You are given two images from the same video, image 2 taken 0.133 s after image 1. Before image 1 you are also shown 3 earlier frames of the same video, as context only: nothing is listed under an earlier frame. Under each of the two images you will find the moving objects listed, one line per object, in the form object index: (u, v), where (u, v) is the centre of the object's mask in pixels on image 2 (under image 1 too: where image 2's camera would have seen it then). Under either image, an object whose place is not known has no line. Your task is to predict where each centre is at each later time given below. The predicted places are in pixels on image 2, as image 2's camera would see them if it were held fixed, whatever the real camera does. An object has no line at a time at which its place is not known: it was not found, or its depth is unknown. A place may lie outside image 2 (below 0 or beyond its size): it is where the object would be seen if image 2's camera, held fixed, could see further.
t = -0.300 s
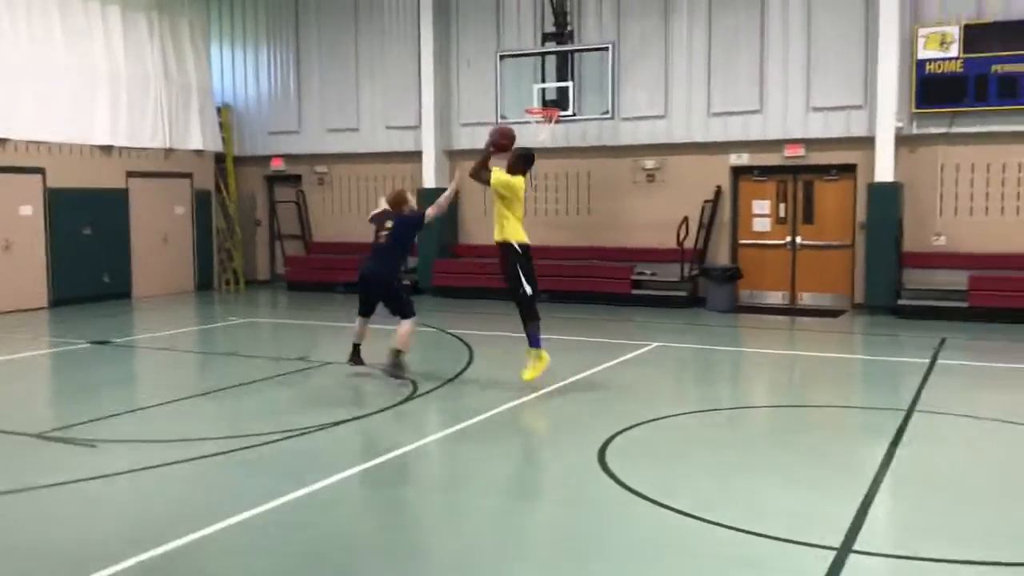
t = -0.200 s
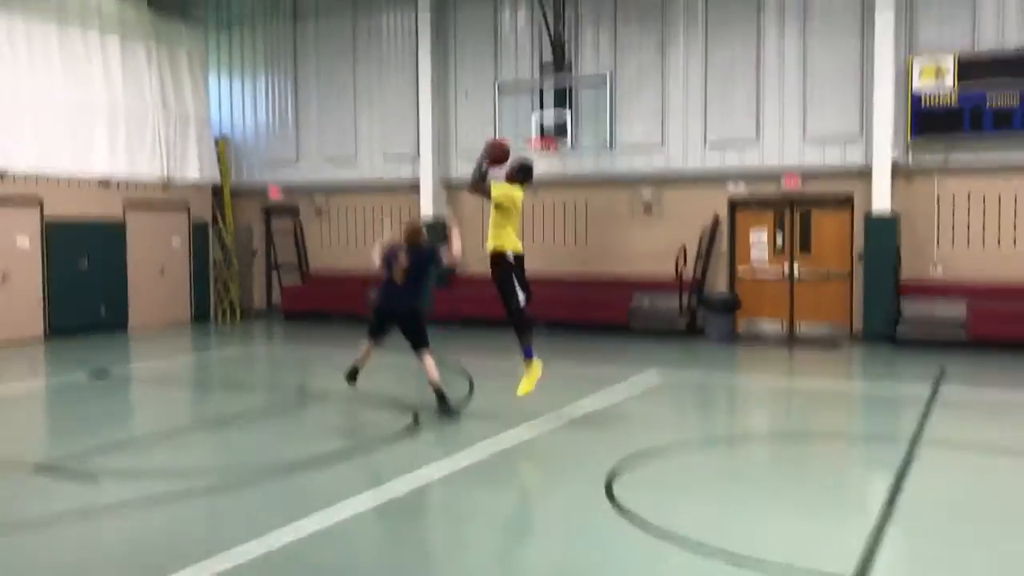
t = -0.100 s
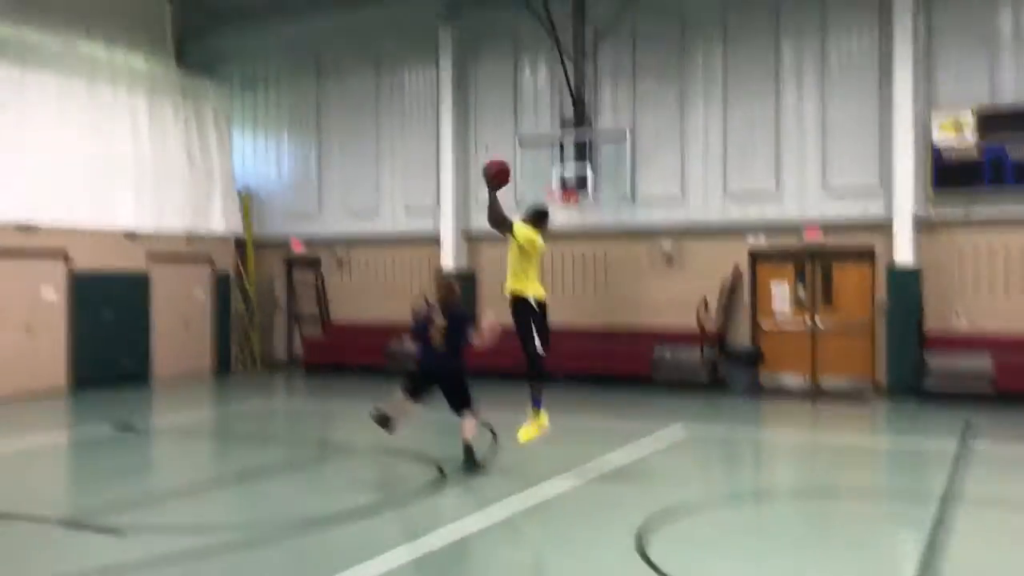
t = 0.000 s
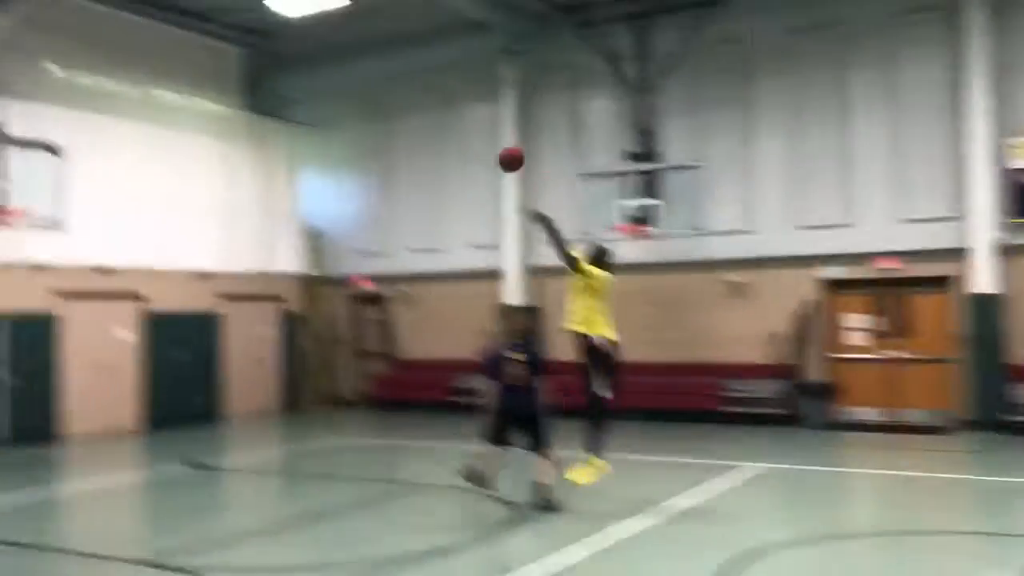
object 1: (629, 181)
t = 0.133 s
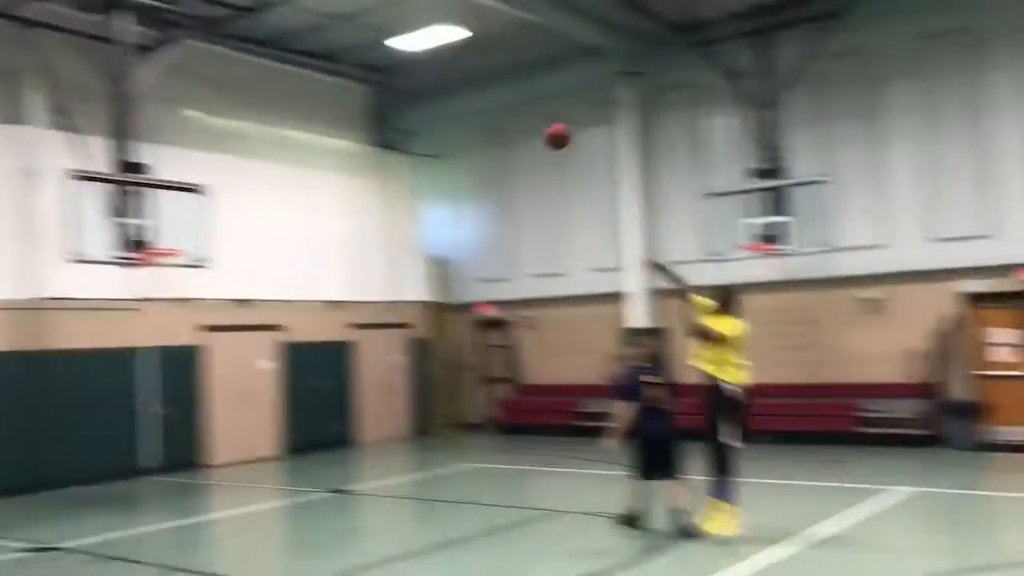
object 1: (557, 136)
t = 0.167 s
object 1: (540, 128)
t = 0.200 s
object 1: (527, 121)
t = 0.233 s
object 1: (510, 116)
